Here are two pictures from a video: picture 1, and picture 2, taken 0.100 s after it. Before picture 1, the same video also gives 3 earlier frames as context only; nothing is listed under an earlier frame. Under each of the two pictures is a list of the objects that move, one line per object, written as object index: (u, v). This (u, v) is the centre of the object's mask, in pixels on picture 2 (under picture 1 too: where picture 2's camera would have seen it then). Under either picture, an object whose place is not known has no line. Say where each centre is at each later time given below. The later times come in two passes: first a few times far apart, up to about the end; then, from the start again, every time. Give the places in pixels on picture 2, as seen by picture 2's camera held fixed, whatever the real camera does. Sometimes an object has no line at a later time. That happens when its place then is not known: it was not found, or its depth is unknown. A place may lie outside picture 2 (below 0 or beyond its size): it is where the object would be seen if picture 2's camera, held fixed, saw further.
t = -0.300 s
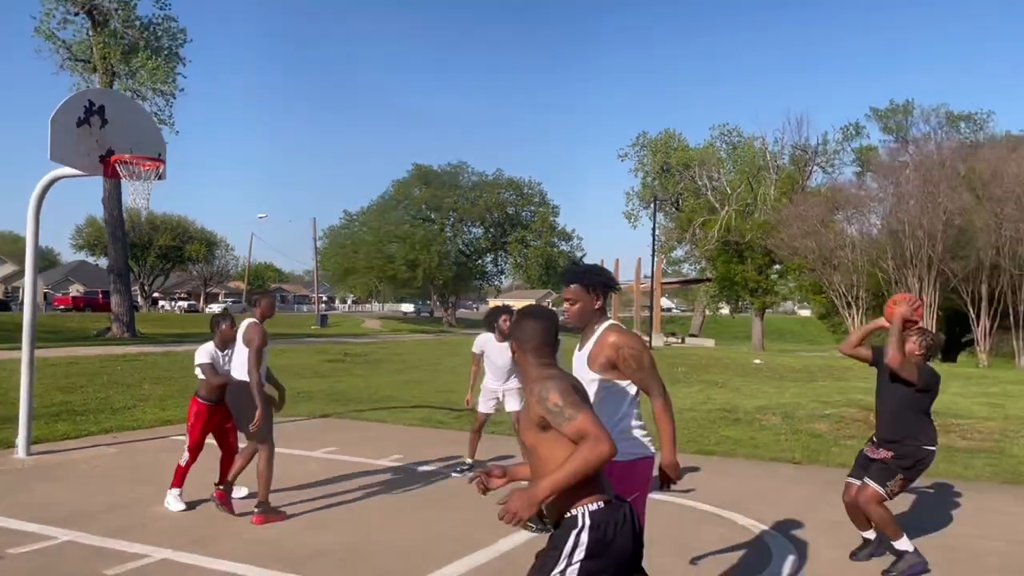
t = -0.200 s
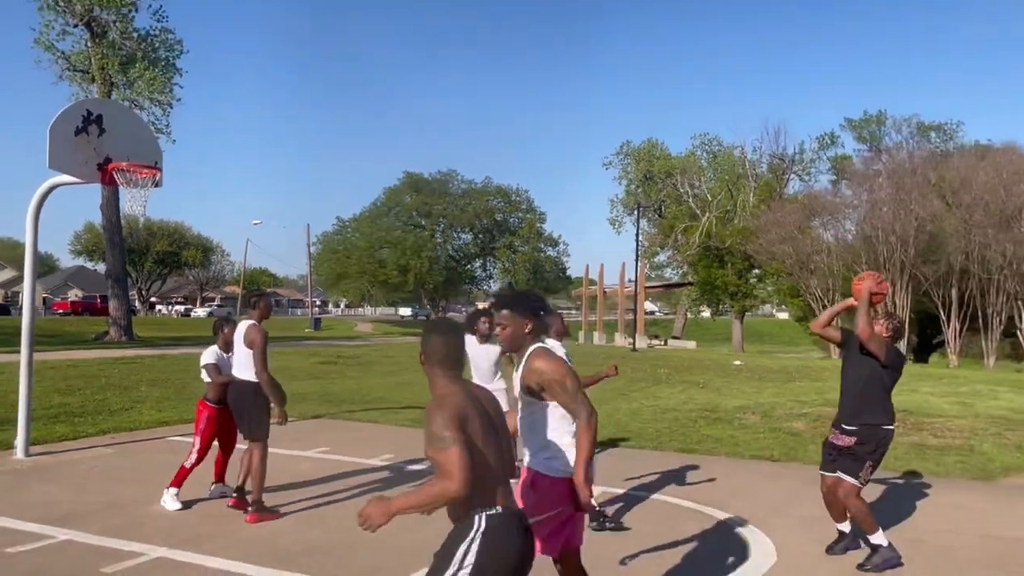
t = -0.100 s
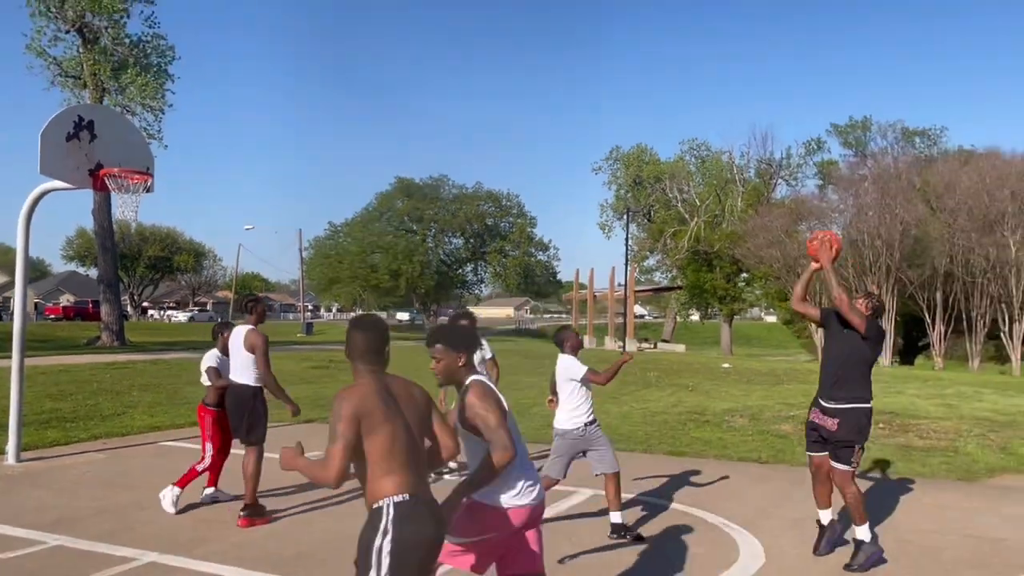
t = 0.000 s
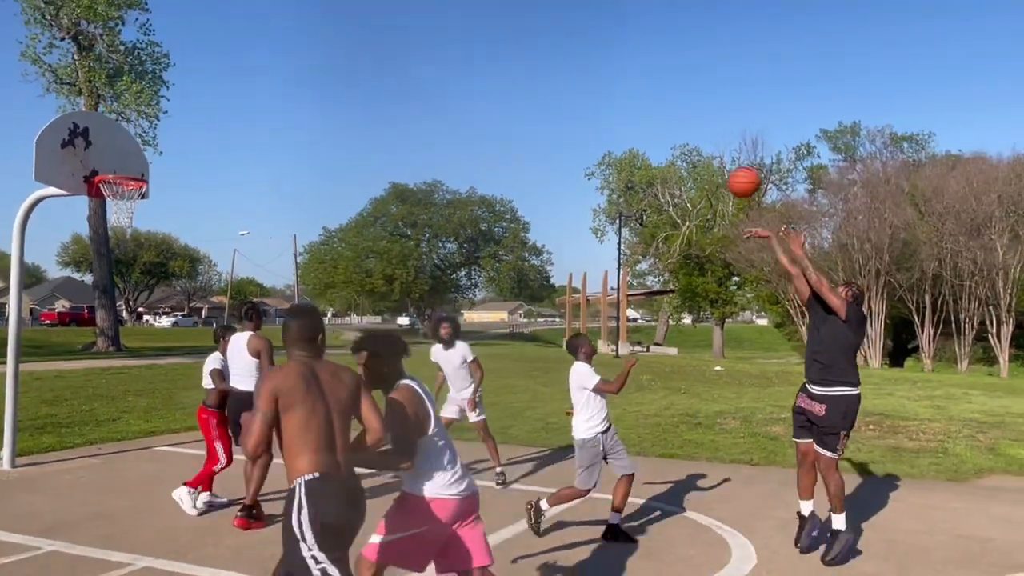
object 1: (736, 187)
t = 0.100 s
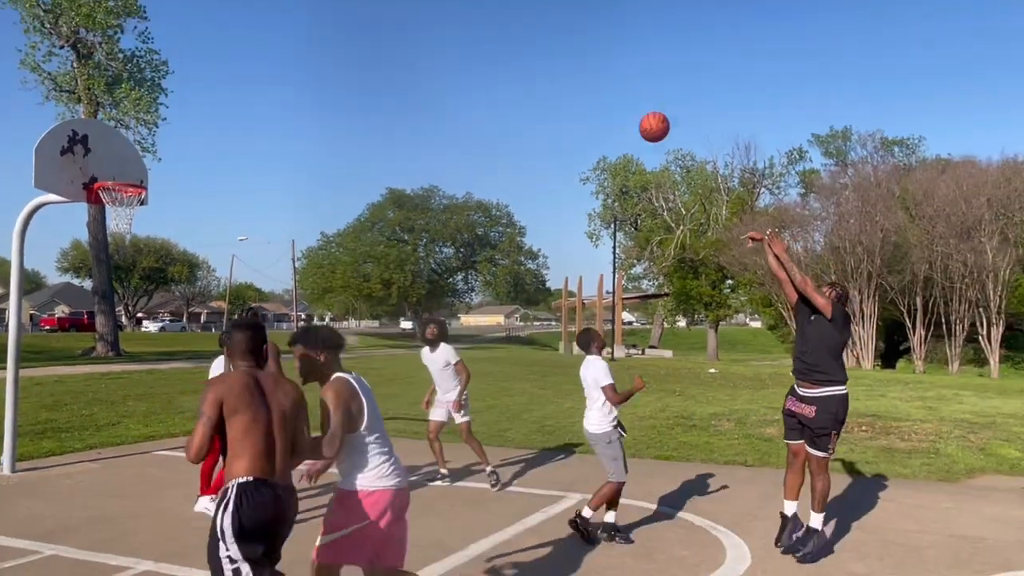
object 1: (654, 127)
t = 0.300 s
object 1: (508, 54)
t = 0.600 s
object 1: (327, 42)
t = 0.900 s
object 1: (178, 116)
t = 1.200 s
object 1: (141, 146)
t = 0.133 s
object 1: (628, 110)
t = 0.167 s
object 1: (603, 95)
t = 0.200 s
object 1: (579, 83)
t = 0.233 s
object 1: (555, 72)
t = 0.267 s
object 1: (531, 62)
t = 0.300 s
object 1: (508, 54)
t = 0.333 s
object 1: (486, 48)
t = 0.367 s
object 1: (465, 43)
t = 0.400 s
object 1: (444, 39)
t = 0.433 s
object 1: (423, 37)
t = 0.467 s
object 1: (403, 36)
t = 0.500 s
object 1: (384, 36)
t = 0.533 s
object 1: (365, 37)
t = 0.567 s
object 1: (345, 39)
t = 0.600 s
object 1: (327, 42)
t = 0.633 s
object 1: (309, 47)
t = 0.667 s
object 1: (292, 52)
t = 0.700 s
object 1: (275, 58)
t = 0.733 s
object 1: (258, 66)
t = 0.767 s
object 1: (241, 74)
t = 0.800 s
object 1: (226, 83)
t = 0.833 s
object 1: (209, 93)
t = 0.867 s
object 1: (194, 104)
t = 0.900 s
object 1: (178, 116)
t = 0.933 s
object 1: (164, 128)
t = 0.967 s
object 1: (148, 142)
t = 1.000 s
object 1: (133, 156)
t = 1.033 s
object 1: (119, 170)
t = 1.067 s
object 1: (111, 178)
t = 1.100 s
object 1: (133, 179)
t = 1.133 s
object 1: (141, 174)
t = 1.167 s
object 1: (141, 160)
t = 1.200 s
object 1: (141, 146)
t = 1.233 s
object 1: (140, 135)
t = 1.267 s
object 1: (140, 123)
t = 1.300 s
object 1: (139, 112)
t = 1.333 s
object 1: (138, 103)
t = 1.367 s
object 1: (138, 94)
